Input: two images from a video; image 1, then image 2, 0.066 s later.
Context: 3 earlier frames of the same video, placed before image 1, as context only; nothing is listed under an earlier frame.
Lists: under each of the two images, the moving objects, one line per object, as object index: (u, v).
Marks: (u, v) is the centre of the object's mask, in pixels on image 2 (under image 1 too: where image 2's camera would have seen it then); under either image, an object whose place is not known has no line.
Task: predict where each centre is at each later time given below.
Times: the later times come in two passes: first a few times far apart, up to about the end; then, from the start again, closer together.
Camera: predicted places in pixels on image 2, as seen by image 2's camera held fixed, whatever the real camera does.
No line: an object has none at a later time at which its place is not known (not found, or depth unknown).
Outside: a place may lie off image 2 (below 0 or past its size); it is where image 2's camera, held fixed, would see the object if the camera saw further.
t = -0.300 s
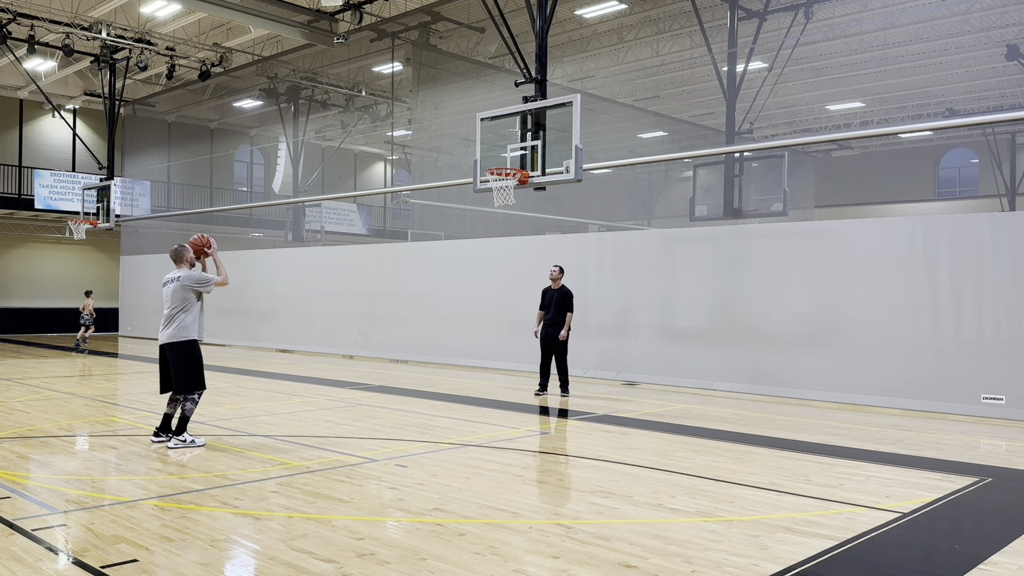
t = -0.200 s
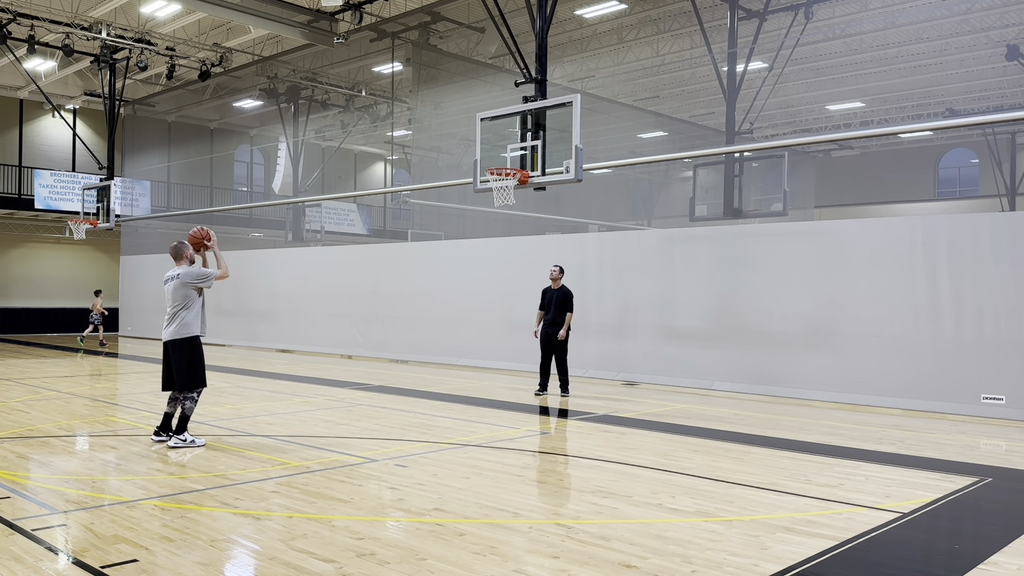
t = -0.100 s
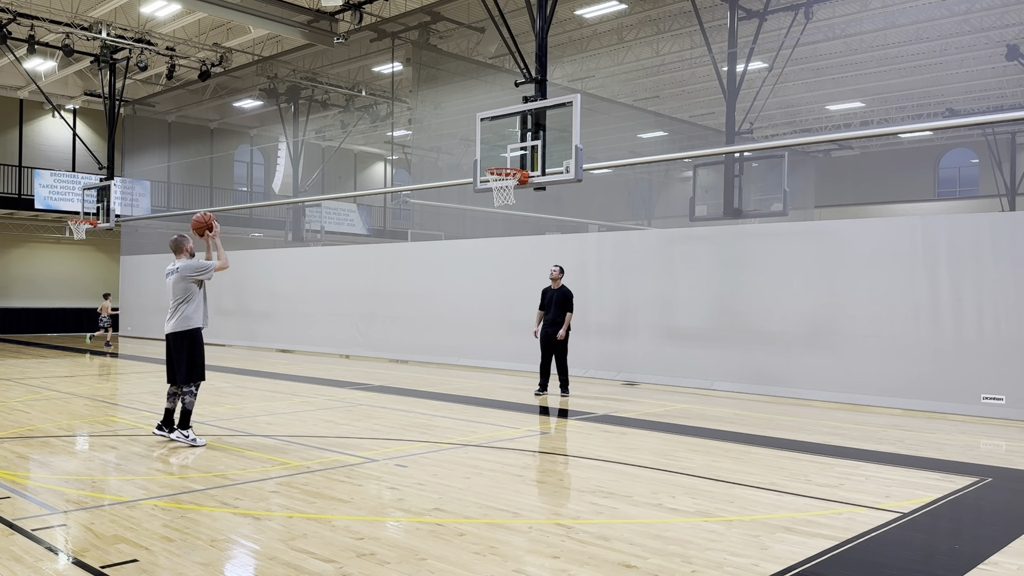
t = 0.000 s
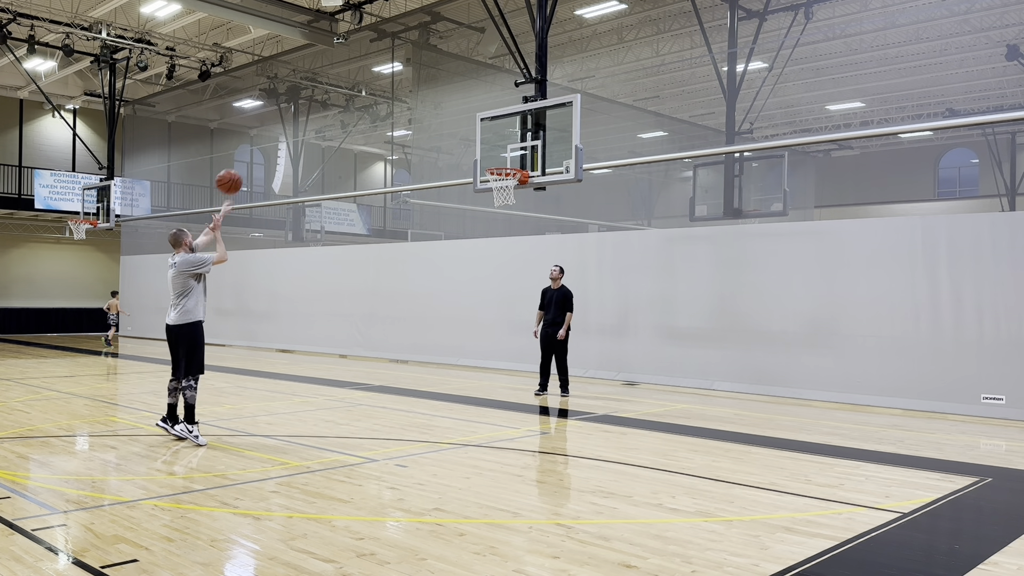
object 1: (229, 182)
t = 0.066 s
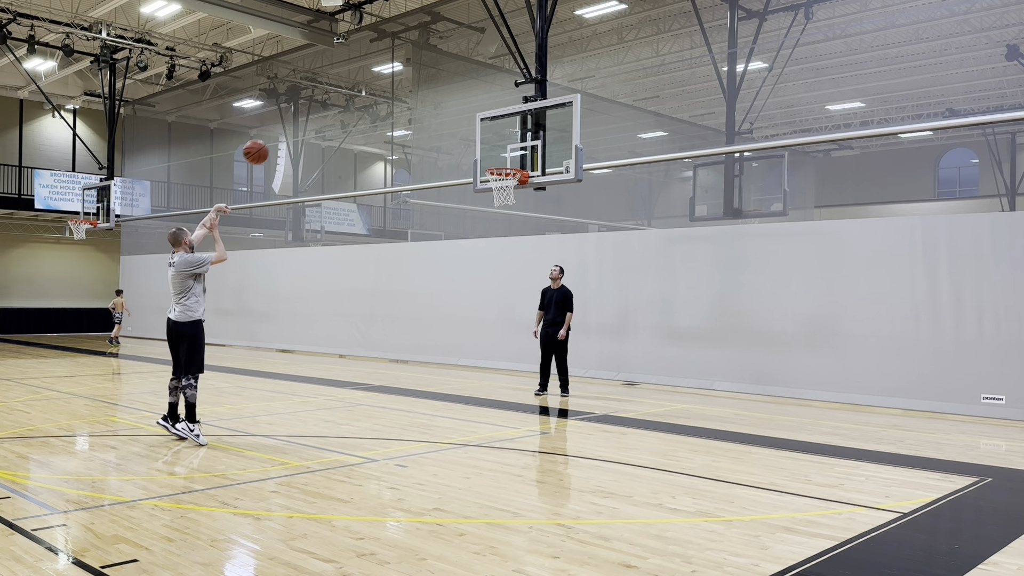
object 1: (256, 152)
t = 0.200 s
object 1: (305, 108)
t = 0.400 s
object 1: (370, 79)
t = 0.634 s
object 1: (436, 89)
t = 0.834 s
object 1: (484, 130)
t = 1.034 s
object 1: (506, 189)
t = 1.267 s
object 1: (480, 249)
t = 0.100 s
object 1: (268, 139)
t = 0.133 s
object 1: (281, 128)
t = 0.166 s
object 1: (294, 117)
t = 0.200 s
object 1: (305, 108)
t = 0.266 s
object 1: (328, 94)
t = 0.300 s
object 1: (339, 89)
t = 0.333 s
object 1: (350, 84)
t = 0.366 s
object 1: (360, 81)
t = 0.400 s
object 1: (370, 79)
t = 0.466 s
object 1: (390, 78)
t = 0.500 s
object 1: (400, 79)
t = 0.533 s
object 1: (409, 79)
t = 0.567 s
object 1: (418, 82)
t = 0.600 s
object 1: (427, 85)
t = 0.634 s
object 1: (436, 89)
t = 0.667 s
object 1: (444, 94)
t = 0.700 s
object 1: (452, 100)
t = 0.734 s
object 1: (460, 106)
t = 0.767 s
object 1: (468, 113)
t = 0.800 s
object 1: (476, 121)
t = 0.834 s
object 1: (484, 130)
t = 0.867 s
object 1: (491, 139)
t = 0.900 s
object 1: (498, 149)
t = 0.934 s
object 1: (505, 159)
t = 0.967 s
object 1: (512, 168)
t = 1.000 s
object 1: (510, 179)
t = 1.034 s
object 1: (506, 189)
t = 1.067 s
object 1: (502, 196)
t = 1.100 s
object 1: (499, 205)
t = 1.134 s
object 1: (495, 212)
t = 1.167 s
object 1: (491, 220)
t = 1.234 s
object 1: (484, 238)
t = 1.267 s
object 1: (480, 249)
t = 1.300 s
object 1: (477, 260)
